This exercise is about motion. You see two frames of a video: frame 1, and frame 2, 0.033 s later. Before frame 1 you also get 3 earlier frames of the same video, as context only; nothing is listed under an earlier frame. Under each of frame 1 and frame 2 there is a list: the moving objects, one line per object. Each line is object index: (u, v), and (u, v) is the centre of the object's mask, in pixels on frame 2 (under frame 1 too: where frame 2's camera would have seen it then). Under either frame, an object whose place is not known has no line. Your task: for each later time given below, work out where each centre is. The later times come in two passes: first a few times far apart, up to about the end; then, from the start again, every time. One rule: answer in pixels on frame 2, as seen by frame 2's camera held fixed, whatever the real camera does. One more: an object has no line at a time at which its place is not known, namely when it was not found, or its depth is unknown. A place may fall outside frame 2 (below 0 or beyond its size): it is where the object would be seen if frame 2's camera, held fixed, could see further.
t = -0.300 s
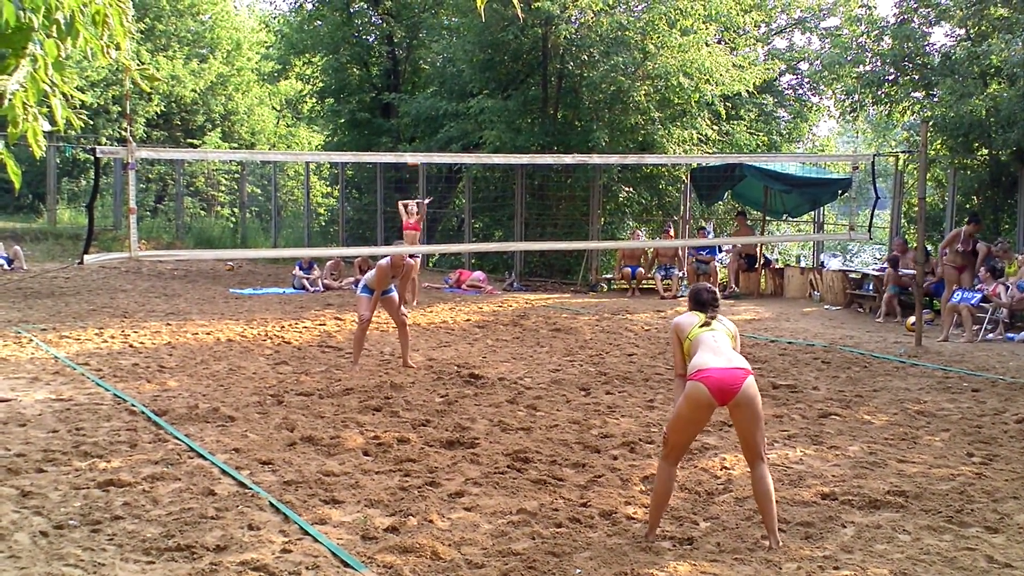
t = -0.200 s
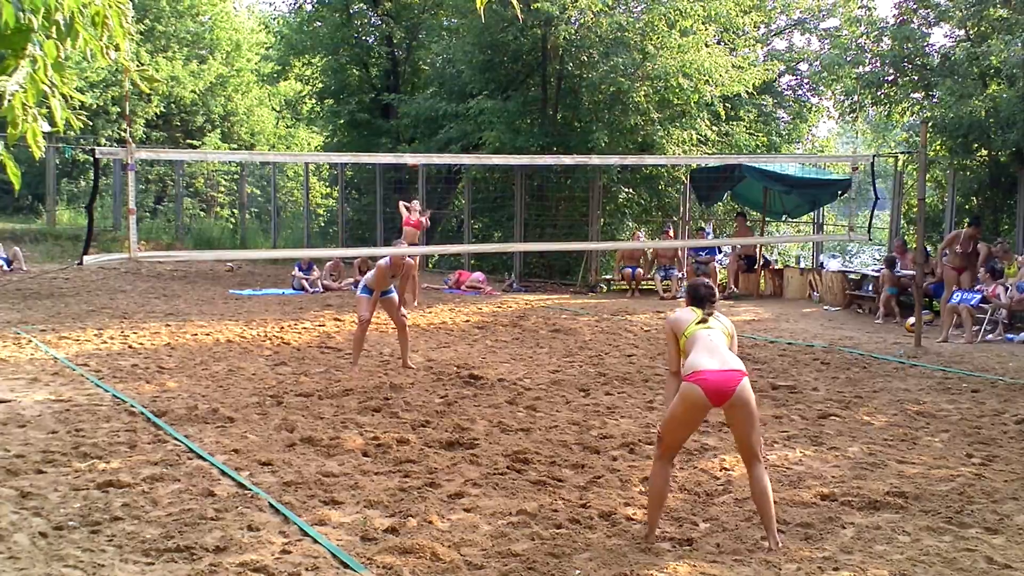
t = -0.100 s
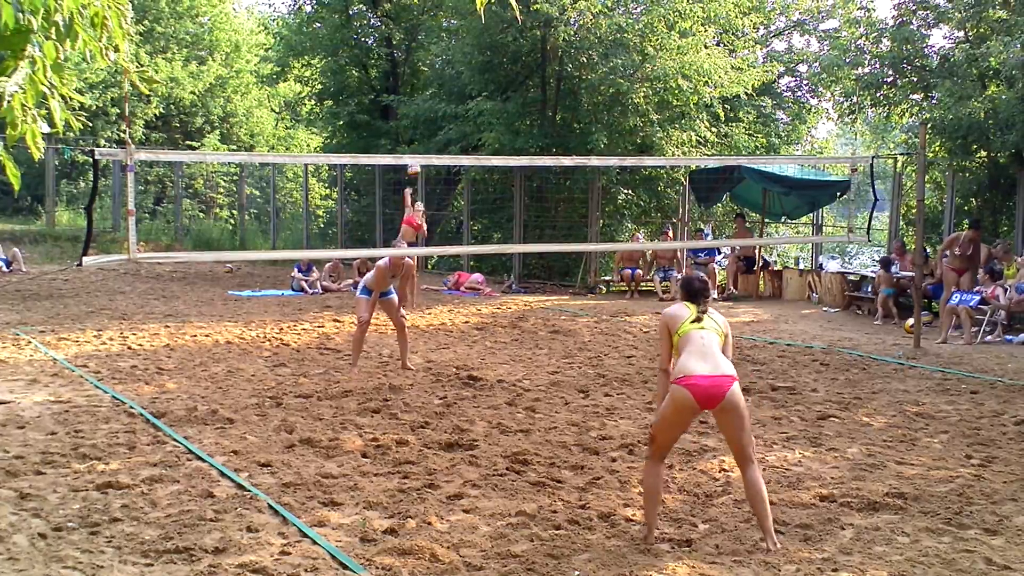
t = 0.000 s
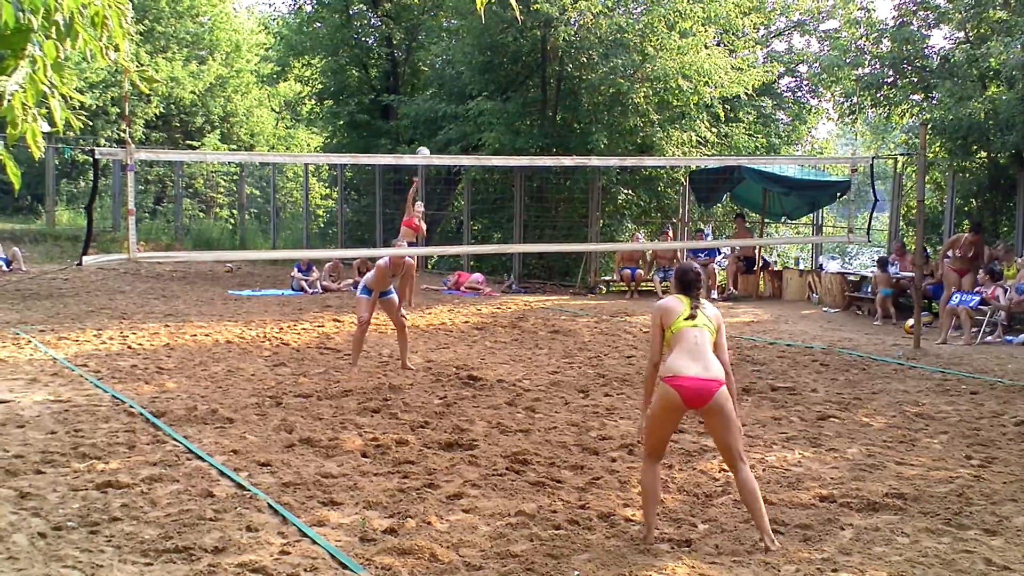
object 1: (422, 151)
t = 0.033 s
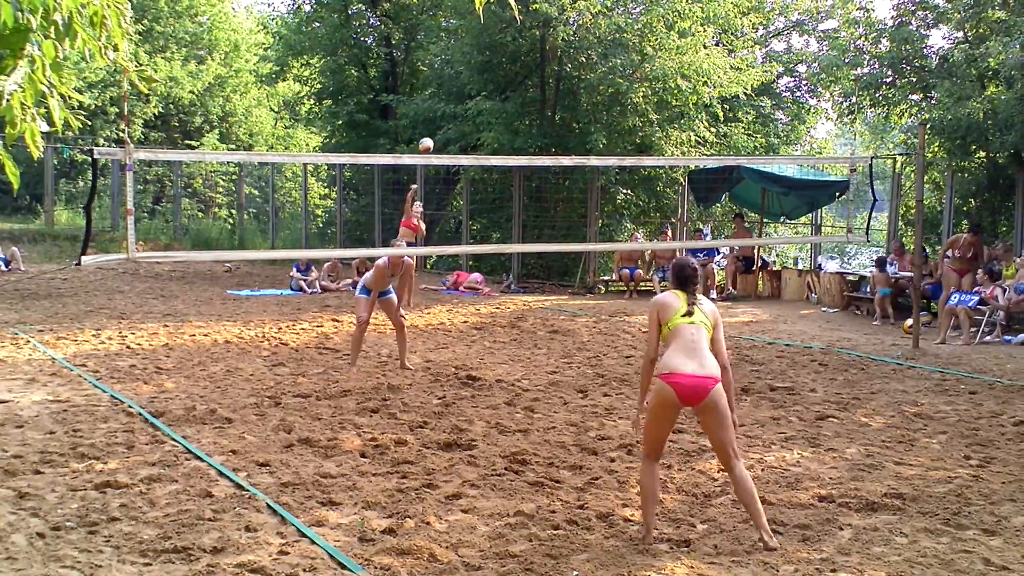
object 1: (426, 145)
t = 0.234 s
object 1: (453, 99)
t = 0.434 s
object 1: (483, 74)
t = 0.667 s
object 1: (539, 92)
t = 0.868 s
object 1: (613, 167)
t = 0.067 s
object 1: (430, 136)
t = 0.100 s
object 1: (435, 128)
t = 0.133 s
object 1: (440, 121)
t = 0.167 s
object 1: (444, 113)
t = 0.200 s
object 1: (448, 105)
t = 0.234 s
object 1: (453, 99)
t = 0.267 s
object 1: (457, 93)
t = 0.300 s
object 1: (462, 88)
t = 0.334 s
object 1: (466, 83)
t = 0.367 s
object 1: (472, 79)
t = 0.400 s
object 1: (477, 76)
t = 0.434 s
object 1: (483, 74)
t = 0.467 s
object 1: (489, 73)
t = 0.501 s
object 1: (496, 73)
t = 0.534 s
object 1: (504, 74)
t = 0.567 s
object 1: (512, 77)
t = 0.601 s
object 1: (520, 81)
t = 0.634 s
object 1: (529, 86)
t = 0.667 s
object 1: (539, 92)
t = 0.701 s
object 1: (549, 100)
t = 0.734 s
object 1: (560, 110)
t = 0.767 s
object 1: (572, 121)
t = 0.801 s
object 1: (585, 134)
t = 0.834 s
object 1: (598, 148)
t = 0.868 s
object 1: (613, 167)
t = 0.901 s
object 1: (627, 186)
